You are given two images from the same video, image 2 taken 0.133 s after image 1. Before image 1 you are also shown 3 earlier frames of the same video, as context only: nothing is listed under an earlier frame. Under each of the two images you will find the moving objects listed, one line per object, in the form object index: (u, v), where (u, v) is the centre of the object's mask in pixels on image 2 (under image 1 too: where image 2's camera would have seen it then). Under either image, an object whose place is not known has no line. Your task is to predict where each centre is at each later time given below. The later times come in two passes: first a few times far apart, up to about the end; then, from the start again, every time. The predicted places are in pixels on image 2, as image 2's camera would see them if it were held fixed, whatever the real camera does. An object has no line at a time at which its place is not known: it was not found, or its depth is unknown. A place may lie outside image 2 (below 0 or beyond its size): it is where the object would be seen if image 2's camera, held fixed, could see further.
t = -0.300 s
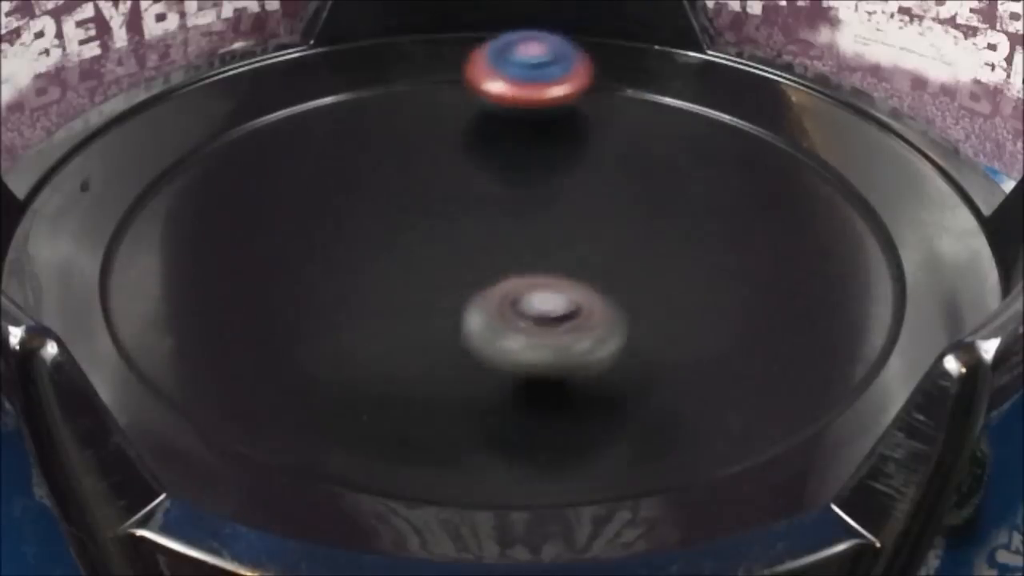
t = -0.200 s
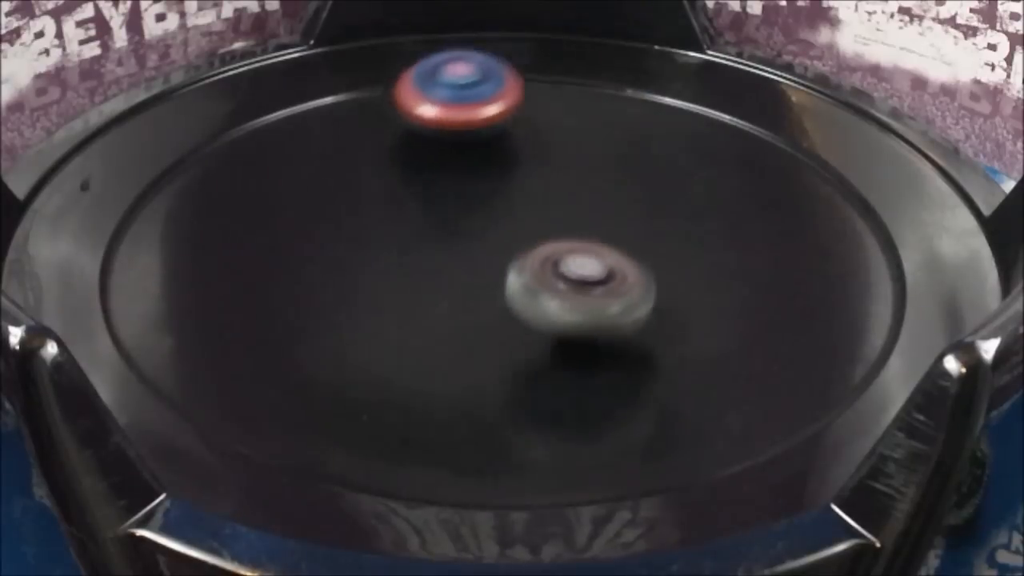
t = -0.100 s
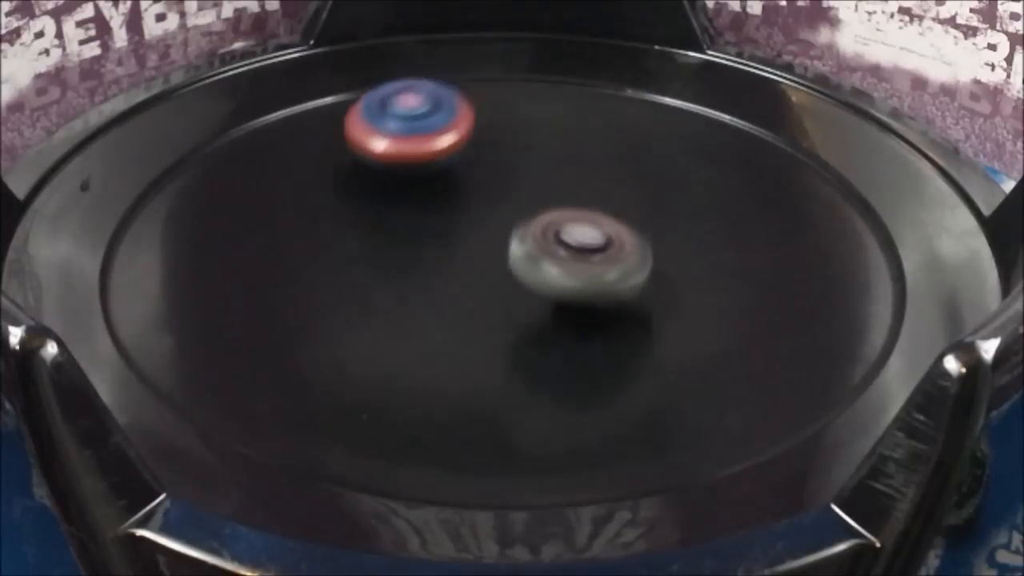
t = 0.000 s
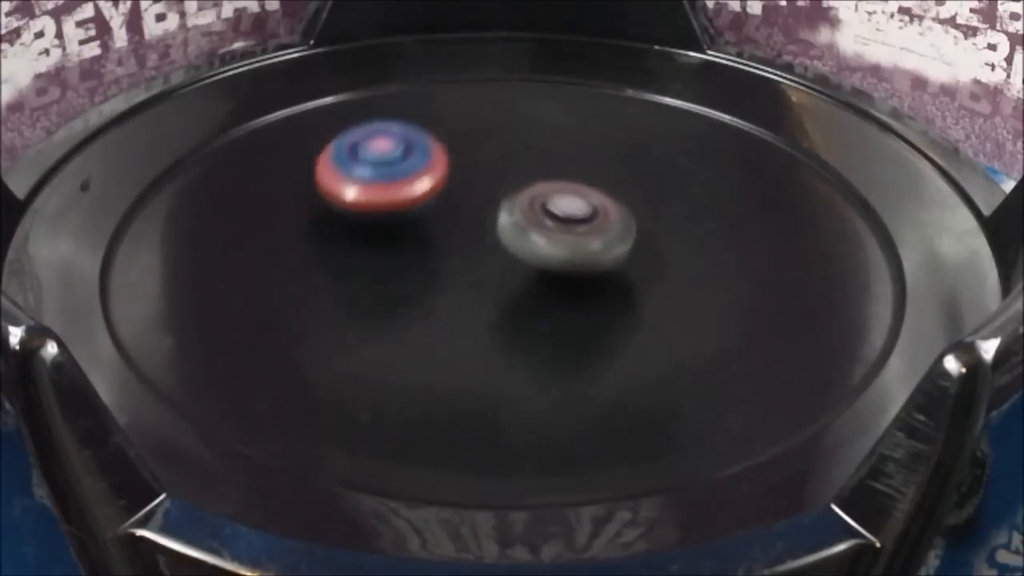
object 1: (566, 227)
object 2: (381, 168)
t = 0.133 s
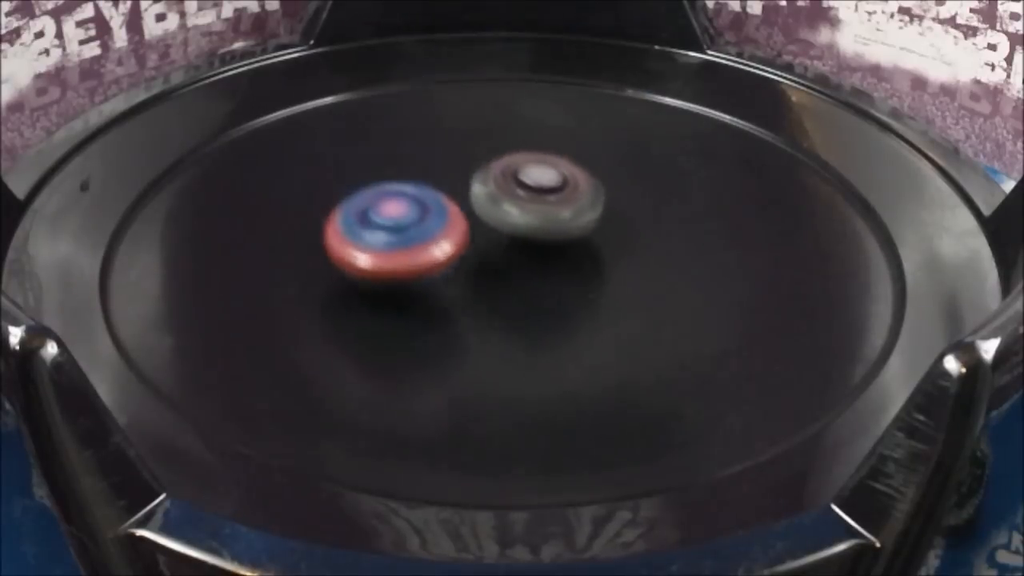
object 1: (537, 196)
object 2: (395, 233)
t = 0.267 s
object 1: (507, 179)
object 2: (461, 281)
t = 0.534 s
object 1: (463, 178)
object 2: (633, 296)
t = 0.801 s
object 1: (454, 194)
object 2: (680, 245)
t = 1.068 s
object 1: (325, 172)
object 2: (719, 239)
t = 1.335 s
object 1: (190, 200)
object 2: (728, 216)
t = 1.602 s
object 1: (322, 306)
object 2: (559, 225)
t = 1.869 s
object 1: (512, 362)
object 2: (449, 239)
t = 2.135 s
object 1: (669, 318)
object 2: (368, 283)
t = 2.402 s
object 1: (663, 262)
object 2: (410, 319)
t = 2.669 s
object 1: (596, 235)
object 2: (481, 290)
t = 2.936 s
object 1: (565, 181)
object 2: (421, 270)
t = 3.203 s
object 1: (502, 174)
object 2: (396, 250)
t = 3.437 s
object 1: (470, 177)
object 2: (402, 255)
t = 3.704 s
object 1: (583, 31)
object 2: (351, 399)
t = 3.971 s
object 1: (497, 102)
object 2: (618, 375)
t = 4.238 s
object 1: (462, 192)
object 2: (673, 248)
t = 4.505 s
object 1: (391, 268)
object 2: (607, 135)
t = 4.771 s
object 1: (461, 339)
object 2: (452, 102)
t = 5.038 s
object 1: (552, 350)
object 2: (355, 167)
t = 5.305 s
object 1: (574, 319)
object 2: (420, 270)
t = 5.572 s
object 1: (733, 299)
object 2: (365, 239)
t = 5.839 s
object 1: (641, 239)
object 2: (453, 294)
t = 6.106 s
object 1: (518, 203)
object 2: (571, 280)
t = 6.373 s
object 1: (422, 194)
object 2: (579, 230)
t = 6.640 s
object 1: (251, 168)
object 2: (633, 218)
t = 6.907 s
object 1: (162, 184)
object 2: (672, 190)
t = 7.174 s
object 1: (222, 228)
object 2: (561, 188)
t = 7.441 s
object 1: (325, 269)
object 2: (493, 237)
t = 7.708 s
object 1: (345, 303)
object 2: (587, 248)
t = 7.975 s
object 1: (478, 321)
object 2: (562, 236)
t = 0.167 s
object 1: (529, 190)
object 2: (407, 247)
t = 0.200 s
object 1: (521, 186)
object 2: (422, 260)
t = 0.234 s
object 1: (514, 182)
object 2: (440, 271)
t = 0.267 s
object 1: (507, 179)
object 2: (461, 281)
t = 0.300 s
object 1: (500, 176)
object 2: (483, 289)
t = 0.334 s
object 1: (493, 175)
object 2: (507, 295)
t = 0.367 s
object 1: (486, 174)
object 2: (530, 299)
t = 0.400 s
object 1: (481, 174)
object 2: (554, 301)
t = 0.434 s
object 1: (476, 174)
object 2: (576, 302)
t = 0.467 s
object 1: (471, 175)
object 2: (597, 301)
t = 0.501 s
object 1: (467, 176)
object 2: (617, 299)
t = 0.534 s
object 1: (463, 178)
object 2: (633, 296)
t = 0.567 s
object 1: (460, 179)
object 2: (649, 291)
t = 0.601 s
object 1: (458, 181)
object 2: (662, 286)
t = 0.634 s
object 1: (456, 183)
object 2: (672, 280)
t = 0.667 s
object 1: (454, 185)
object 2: (680, 273)
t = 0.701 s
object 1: (453, 187)
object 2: (684, 266)
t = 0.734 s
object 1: (453, 188)
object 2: (686, 258)
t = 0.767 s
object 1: (453, 191)
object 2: (685, 252)
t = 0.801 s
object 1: (454, 194)
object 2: (680, 245)
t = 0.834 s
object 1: (457, 197)
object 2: (672, 239)
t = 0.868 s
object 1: (459, 200)
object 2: (662, 235)
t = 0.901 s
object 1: (462, 203)
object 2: (650, 231)
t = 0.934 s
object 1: (466, 206)
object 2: (636, 228)
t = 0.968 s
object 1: (469, 209)
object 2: (620, 226)
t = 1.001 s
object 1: (456, 208)
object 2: (620, 228)
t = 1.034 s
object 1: (386, 190)
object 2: (675, 234)
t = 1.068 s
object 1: (325, 172)
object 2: (719, 239)
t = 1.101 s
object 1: (275, 158)
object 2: (751, 242)
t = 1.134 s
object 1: (236, 148)
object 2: (769, 243)
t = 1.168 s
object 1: (208, 143)
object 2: (776, 241)
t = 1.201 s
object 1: (192, 146)
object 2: (774, 238)
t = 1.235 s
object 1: (186, 156)
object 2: (767, 233)
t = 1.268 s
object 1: (185, 170)
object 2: (756, 226)
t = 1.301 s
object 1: (186, 185)
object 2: (743, 220)
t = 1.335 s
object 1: (190, 200)
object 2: (728, 216)
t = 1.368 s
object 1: (199, 215)
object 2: (710, 214)
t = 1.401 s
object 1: (208, 230)
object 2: (691, 212)
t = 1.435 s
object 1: (220, 245)
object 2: (671, 211)
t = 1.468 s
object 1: (236, 260)
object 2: (649, 212)
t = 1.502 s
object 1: (254, 273)
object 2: (626, 213)
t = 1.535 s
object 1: (274, 286)
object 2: (603, 216)
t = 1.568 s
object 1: (297, 296)
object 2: (581, 220)
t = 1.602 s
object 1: (322, 306)
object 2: (559, 225)
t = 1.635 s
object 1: (347, 315)
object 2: (538, 231)
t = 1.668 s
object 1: (372, 322)
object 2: (518, 238)
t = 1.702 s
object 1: (399, 326)
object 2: (501, 244)
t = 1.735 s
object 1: (425, 330)
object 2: (487, 248)
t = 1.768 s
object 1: (448, 338)
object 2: (473, 251)
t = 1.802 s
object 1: (466, 353)
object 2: (465, 248)
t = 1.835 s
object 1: (488, 360)
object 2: (457, 242)
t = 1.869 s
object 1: (512, 362)
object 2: (449, 239)
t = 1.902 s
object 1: (538, 362)
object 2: (438, 240)
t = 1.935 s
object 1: (564, 359)
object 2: (426, 244)
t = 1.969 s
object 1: (588, 355)
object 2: (412, 249)
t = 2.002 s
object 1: (610, 350)
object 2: (399, 257)
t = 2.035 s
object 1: (629, 343)
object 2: (389, 261)
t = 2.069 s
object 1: (645, 335)
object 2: (379, 270)
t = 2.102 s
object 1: (659, 326)
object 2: (373, 276)
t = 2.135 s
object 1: (669, 318)
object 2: (368, 283)
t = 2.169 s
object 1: (677, 309)
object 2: (366, 288)
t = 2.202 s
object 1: (682, 301)
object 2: (367, 294)
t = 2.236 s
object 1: (683, 293)
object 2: (369, 300)
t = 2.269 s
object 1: (682, 286)
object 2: (373, 308)
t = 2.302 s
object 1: (679, 279)
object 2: (380, 312)
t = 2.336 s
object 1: (675, 273)
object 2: (389, 315)
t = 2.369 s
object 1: (669, 267)
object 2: (399, 317)
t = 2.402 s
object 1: (663, 262)
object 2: (410, 319)
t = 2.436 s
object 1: (656, 257)
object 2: (421, 319)
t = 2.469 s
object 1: (648, 253)
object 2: (433, 318)
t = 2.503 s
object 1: (640, 250)
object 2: (444, 315)
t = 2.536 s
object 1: (631, 246)
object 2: (454, 312)
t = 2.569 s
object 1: (622, 243)
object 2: (464, 308)
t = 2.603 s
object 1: (613, 241)
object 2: (473, 302)
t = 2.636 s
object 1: (603, 239)
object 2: (480, 296)
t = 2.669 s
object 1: (596, 235)
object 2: (481, 290)
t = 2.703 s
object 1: (611, 220)
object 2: (457, 291)
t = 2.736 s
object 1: (620, 207)
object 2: (440, 289)
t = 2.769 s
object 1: (620, 198)
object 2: (430, 286)
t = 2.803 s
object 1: (612, 192)
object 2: (427, 283)
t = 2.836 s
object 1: (602, 188)
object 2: (425, 279)
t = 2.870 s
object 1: (590, 184)
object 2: (423, 276)
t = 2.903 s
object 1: (577, 182)
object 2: (422, 273)
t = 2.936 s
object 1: (565, 181)
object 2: (421, 270)
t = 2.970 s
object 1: (553, 180)
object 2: (421, 266)
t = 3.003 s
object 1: (542, 179)
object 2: (420, 263)
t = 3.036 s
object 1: (531, 179)
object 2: (419, 259)
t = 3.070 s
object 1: (521, 180)
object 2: (417, 255)
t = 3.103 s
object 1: (511, 180)
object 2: (416, 251)
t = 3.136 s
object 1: (503, 181)
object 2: (415, 248)
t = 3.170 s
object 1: (497, 182)
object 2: (411, 245)
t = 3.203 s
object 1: (502, 174)
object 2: (396, 250)
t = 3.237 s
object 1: (503, 170)
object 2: (386, 254)
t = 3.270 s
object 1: (499, 169)
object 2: (383, 254)
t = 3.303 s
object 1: (493, 169)
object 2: (383, 255)
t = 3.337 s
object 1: (487, 170)
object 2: (386, 255)
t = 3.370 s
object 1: (480, 172)
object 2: (390, 255)
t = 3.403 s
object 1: (475, 174)
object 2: (396, 255)
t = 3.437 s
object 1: (470, 177)
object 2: (402, 255)
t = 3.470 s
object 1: (467, 178)
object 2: (409, 255)
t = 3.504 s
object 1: (468, 175)
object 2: (406, 261)
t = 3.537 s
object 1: (500, 134)
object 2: (369, 298)
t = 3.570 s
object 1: (528, 98)
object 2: (340, 329)
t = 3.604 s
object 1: (551, 67)
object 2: (323, 354)
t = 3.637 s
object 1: (567, 42)
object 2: (318, 374)
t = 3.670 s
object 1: (580, 34)
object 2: (328, 389)
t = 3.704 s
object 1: (583, 31)
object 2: (351, 399)
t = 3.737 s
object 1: (578, 34)
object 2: (385, 407)
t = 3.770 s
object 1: (571, 37)
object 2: (422, 409)
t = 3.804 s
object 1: (562, 40)
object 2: (459, 409)
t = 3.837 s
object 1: (551, 48)
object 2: (494, 408)
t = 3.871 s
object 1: (537, 62)
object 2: (527, 403)
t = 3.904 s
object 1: (522, 75)
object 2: (560, 396)
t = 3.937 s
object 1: (509, 88)
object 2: (591, 386)
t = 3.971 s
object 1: (497, 102)
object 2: (618, 375)
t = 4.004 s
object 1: (486, 116)
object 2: (641, 361)
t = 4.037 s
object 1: (477, 129)
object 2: (661, 346)
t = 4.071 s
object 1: (469, 142)
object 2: (674, 330)
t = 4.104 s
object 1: (463, 154)
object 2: (683, 313)
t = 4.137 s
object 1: (459, 166)
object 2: (688, 295)
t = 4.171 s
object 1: (459, 175)
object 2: (687, 279)
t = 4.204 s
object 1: (460, 184)
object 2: (682, 263)
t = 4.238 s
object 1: (462, 192)
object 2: (673, 248)
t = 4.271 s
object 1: (466, 200)
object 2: (662, 234)
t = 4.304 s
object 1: (470, 207)
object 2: (648, 219)
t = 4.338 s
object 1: (475, 215)
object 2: (632, 207)
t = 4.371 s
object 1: (479, 222)
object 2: (614, 195)
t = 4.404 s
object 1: (456, 233)
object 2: (616, 178)
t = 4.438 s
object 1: (424, 246)
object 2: (623, 160)
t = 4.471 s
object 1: (402, 258)
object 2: (620, 146)
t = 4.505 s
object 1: (391, 268)
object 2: (607, 135)
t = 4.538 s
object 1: (390, 278)
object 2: (589, 126)
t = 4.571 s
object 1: (395, 288)
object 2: (569, 117)
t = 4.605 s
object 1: (403, 298)
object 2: (548, 110)
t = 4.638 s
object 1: (413, 308)
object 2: (527, 105)
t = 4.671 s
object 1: (424, 317)
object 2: (508, 102)
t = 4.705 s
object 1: (436, 324)
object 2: (488, 101)
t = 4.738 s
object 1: (449, 332)
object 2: (470, 101)
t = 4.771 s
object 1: (461, 339)
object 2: (452, 102)
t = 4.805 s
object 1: (474, 344)
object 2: (436, 104)
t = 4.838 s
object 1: (487, 348)
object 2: (419, 108)
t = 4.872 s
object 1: (500, 351)
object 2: (405, 114)
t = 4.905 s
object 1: (513, 353)
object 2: (392, 122)
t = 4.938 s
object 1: (524, 354)
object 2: (380, 131)
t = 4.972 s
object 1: (535, 353)
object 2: (369, 141)
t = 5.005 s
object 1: (544, 352)
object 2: (361, 154)
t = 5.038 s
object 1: (552, 350)
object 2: (355, 167)
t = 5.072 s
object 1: (559, 347)
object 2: (352, 181)
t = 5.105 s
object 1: (564, 344)
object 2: (353, 195)
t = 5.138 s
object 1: (569, 341)
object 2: (357, 210)
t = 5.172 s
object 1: (573, 338)
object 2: (364, 224)
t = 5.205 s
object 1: (576, 333)
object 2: (374, 237)
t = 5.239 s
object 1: (577, 328)
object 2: (387, 249)
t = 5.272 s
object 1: (576, 324)
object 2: (403, 259)
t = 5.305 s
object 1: (574, 319)
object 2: (420, 270)
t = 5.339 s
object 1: (580, 317)
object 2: (433, 275)
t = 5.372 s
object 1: (635, 326)
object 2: (408, 263)
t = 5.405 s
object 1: (684, 330)
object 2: (386, 249)
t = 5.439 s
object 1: (718, 329)
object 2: (371, 239)
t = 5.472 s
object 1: (735, 324)
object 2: (363, 233)
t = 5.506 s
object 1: (740, 317)
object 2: (361, 230)
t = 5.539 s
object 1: (738, 308)
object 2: (362, 233)
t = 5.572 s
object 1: (733, 299)
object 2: (365, 239)
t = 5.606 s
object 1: (727, 290)
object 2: (369, 248)
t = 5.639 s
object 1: (718, 281)
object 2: (376, 256)
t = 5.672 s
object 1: (707, 273)
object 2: (385, 265)
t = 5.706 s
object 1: (695, 265)
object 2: (396, 272)
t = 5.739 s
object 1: (682, 258)
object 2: (408, 279)
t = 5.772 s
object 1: (669, 251)
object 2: (422, 285)
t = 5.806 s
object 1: (656, 245)
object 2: (437, 290)
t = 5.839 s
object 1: (641, 239)
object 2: (453, 294)
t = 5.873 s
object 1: (626, 233)
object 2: (470, 296)
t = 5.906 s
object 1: (611, 228)
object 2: (488, 297)
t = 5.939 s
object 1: (596, 224)
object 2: (504, 298)
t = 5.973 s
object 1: (582, 219)
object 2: (520, 296)
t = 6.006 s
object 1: (566, 213)
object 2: (535, 293)
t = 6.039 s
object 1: (550, 208)
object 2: (548, 290)
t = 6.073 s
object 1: (534, 205)
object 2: (560, 286)
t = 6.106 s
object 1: (518, 203)
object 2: (571, 280)
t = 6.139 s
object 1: (504, 201)
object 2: (578, 274)
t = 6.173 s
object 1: (491, 199)
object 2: (585, 268)
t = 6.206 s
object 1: (478, 198)
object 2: (589, 261)
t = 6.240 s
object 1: (465, 196)
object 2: (590, 255)
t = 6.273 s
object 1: (453, 195)
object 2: (590, 248)
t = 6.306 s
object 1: (442, 194)
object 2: (588, 242)
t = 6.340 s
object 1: (432, 194)
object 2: (584, 236)
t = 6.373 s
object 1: (422, 194)
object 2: (579, 230)
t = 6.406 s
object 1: (415, 194)
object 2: (572, 225)
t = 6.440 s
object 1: (409, 194)
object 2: (564, 221)
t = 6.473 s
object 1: (403, 195)
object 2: (555, 217)
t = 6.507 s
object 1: (398, 196)
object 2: (545, 214)
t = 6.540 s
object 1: (393, 198)
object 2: (534, 212)
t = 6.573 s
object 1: (366, 194)
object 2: (543, 212)
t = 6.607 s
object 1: (303, 179)
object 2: (593, 216)
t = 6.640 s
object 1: (251, 168)
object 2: (633, 218)
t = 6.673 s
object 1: (215, 161)
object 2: (663, 220)
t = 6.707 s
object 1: (191, 158)
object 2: (682, 219)
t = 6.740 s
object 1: (178, 160)
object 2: (691, 217)
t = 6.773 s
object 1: (169, 164)
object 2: (693, 213)
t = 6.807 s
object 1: (163, 169)
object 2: (691, 208)
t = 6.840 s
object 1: (161, 174)
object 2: (686, 202)
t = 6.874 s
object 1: (160, 179)
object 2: (680, 195)
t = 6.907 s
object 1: (162, 184)
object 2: (672, 190)
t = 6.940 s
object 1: (165, 189)
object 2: (662, 185)
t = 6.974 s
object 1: (170, 195)
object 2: (650, 182)
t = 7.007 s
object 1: (175, 201)
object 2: (638, 180)
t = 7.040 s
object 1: (181, 206)
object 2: (623, 179)
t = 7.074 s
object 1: (190, 211)
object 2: (608, 179)
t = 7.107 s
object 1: (199, 216)
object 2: (593, 181)
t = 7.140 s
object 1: (210, 223)
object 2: (577, 183)
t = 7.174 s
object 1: (222, 228)
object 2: (561, 188)
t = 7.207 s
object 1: (236, 234)
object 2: (546, 192)
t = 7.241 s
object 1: (251, 239)
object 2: (531, 199)
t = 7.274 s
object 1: (267, 245)
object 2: (518, 206)
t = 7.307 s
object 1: (285, 250)
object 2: (505, 212)
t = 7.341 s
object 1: (304, 255)
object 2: (493, 220)
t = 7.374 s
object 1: (323, 259)
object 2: (482, 227)
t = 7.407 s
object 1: (339, 263)
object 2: (476, 234)
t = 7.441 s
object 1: (325, 269)
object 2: (493, 237)
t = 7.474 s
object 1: (322, 273)
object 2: (509, 240)
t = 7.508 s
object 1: (331, 278)
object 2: (518, 244)
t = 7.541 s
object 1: (347, 282)
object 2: (520, 249)
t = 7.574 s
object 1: (364, 286)
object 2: (519, 254)
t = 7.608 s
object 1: (378, 289)
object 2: (520, 258)
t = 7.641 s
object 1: (356, 295)
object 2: (547, 254)
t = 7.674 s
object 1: (344, 299)
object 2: (571, 251)
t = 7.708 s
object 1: (345, 303)
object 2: (587, 248)
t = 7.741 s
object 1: (358, 307)
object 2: (593, 246)
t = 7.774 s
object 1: (374, 311)
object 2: (594, 244)
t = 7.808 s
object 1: (391, 314)
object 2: (592, 242)
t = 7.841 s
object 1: (409, 317)
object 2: (588, 240)
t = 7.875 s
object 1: (427, 320)
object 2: (583, 239)
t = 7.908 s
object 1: (445, 320)
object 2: (576, 238)
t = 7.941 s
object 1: (462, 321)
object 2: (569, 237)
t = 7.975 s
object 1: (478, 321)
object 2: (562, 236)
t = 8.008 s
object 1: (494, 321)
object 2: (555, 235)
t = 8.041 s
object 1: (509, 319)
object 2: (547, 234)
